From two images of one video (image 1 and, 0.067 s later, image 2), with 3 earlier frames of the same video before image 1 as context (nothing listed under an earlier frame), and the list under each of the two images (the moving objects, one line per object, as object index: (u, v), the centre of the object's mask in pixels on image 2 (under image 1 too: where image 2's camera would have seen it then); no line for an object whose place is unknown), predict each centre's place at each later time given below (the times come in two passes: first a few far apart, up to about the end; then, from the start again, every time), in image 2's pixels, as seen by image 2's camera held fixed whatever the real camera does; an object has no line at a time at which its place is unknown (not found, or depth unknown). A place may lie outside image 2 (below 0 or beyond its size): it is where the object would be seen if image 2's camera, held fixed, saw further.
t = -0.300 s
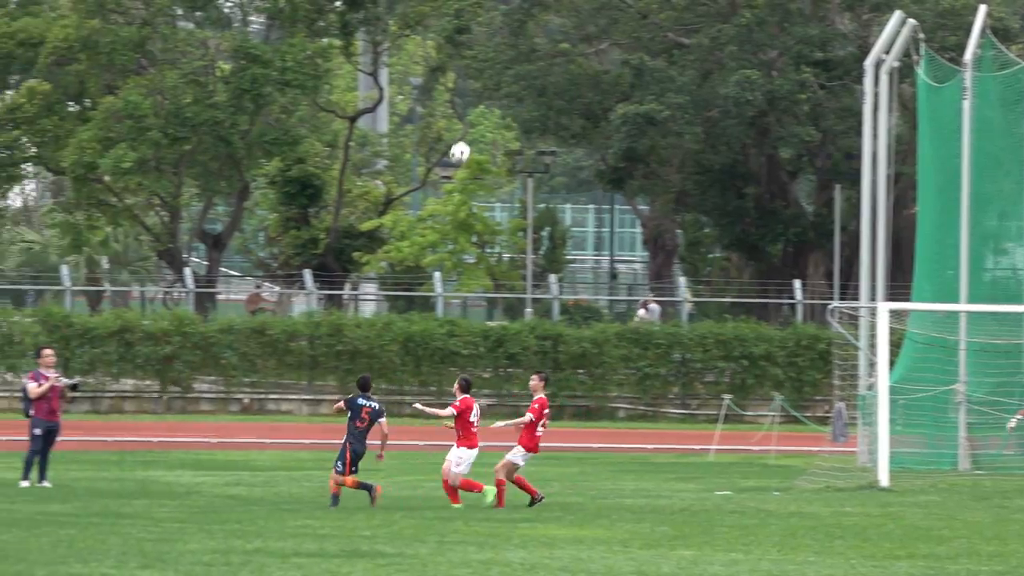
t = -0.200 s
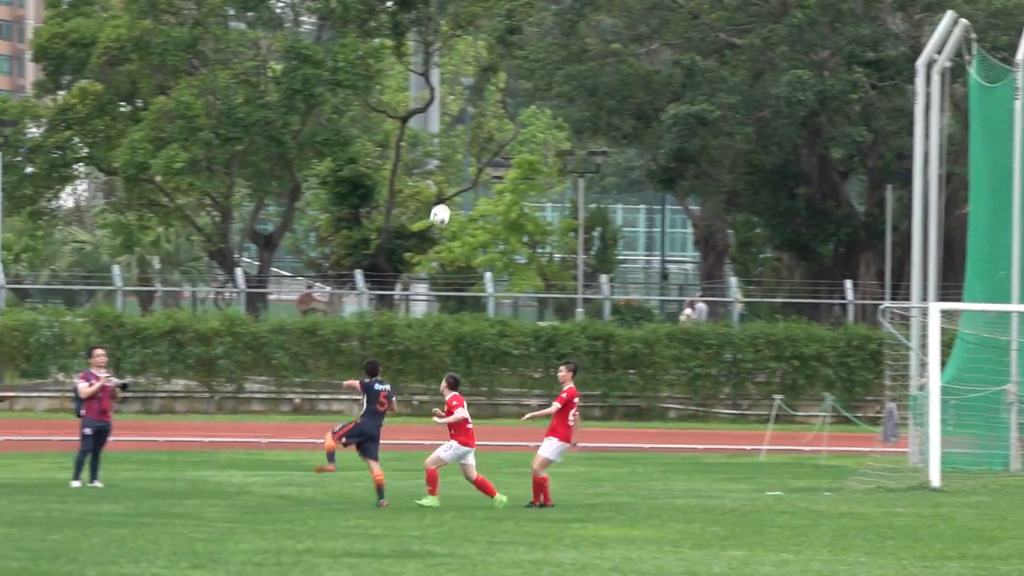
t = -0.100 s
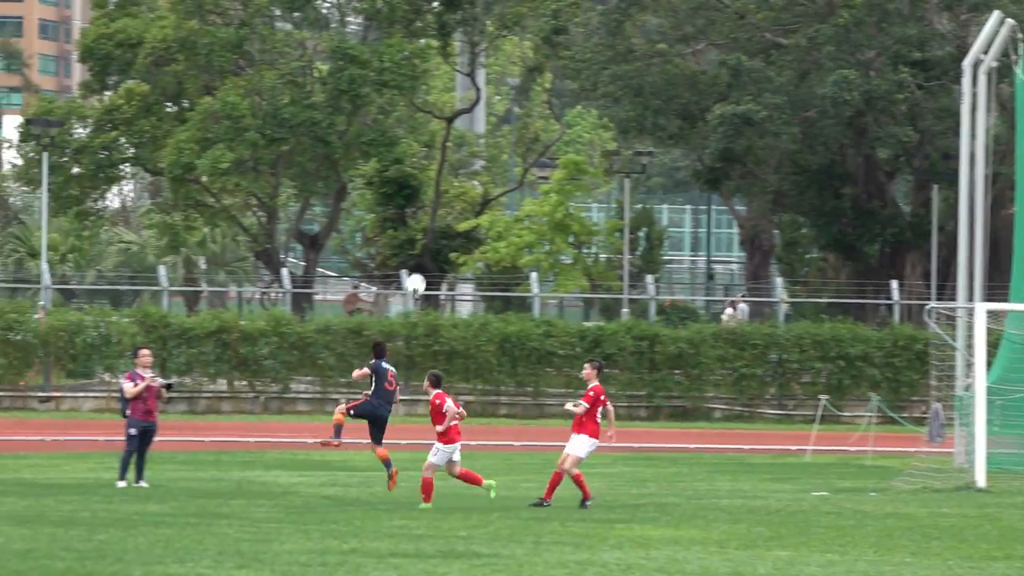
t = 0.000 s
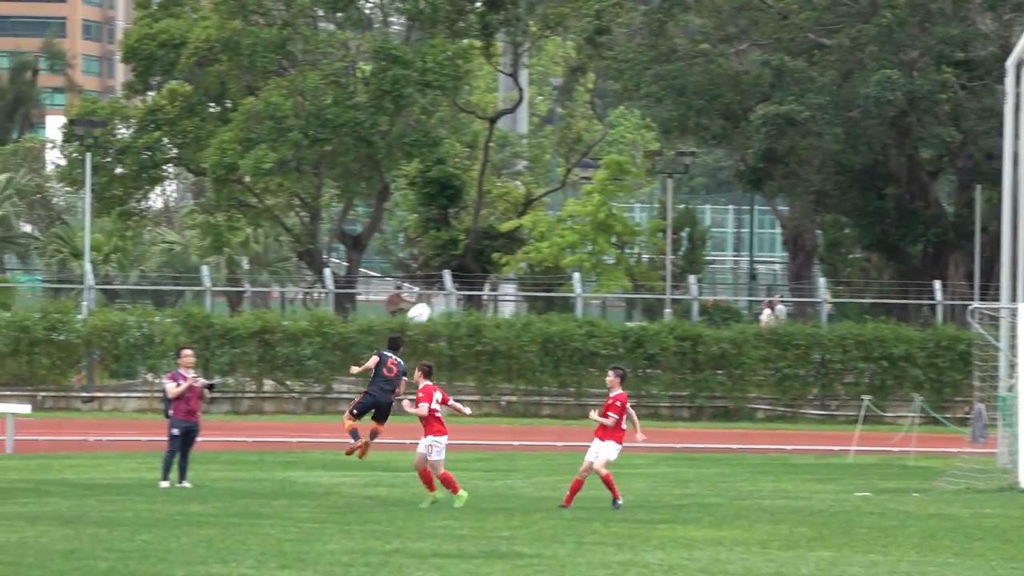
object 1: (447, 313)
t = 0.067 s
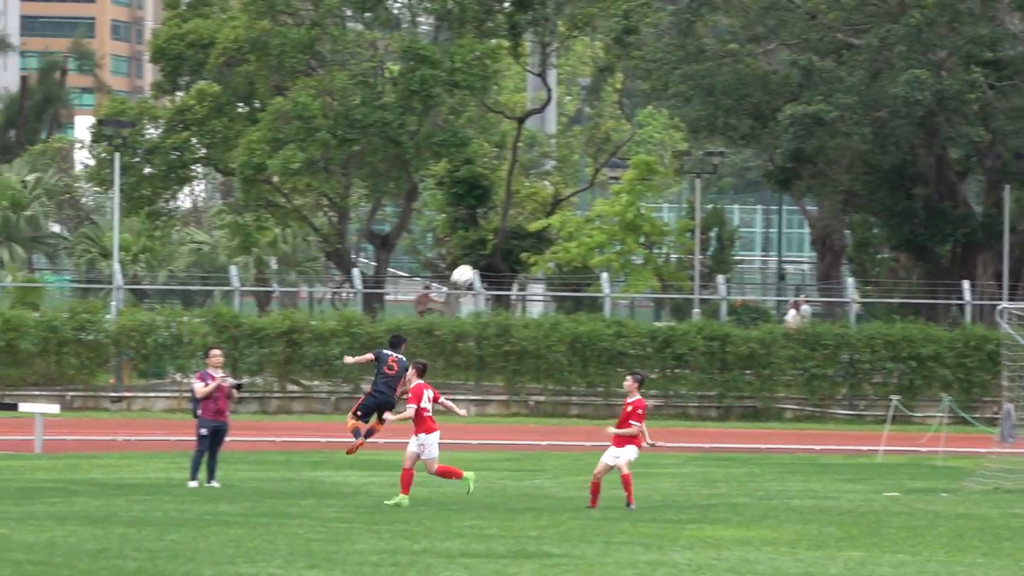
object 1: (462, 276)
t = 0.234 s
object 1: (500, 199)
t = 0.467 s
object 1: (549, 135)
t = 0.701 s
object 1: (593, 118)
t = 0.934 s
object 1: (634, 145)
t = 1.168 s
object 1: (671, 215)
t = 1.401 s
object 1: (706, 324)
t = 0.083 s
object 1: (466, 266)
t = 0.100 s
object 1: (470, 258)
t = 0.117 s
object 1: (473, 250)
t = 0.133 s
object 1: (477, 242)
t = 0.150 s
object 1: (481, 234)
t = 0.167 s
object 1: (485, 226)
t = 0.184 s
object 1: (488, 219)
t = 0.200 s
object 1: (492, 212)
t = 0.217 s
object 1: (496, 205)
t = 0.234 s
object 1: (500, 199)
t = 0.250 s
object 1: (504, 193)
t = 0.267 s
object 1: (508, 186)
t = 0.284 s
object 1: (511, 181)
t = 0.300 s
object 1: (515, 175)
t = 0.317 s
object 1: (518, 170)
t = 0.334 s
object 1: (521, 165)
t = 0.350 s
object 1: (525, 160)
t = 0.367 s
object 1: (528, 156)
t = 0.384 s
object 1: (532, 152)
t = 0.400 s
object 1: (535, 148)
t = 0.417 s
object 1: (539, 144)
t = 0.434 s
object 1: (542, 141)
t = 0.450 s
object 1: (545, 138)
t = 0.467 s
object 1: (549, 135)
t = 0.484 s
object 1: (552, 132)
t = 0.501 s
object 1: (555, 129)
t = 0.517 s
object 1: (558, 127)
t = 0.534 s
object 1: (561, 125)
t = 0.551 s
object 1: (565, 123)
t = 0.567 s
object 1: (568, 122)
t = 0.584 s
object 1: (571, 120)
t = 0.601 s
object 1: (574, 119)
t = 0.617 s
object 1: (577, 119)
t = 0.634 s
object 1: (580, 118)
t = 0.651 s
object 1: (584, 118)
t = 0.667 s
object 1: (587, 118)
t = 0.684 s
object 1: (590, 118)
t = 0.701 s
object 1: (593, 118)
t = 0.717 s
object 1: (596, 118)
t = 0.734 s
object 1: (599, 119)
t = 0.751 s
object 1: (602, 120)
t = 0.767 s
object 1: (605, 122)
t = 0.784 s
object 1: (608, 123)
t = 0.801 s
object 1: (611, 124)
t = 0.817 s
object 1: (614, 126)
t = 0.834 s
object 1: (617, 129)
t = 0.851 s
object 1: (620, 131)
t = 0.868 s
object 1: (622, 134)
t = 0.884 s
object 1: (626, 136)
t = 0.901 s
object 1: (628, 139)
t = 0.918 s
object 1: (631, 143)
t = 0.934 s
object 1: (634, 145)
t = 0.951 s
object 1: (637, 150)
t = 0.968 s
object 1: (639, 153)
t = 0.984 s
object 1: (642, 157)
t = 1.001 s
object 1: (645, 162)
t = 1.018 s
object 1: (648, 167)
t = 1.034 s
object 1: (650, 171)
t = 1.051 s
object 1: (653, 176)
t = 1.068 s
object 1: (656, 180)
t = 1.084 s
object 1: (658, 186)
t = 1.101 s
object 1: (661, 192)
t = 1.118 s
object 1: (664, 197)
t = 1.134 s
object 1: (666, 203)
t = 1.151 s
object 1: (669, 209)
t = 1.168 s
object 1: (671, 215)
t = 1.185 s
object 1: (674, 222)
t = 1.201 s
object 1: (677, 229)
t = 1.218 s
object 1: (679, 237)
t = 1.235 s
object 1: (682, 244)
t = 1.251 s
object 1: (684, 251)
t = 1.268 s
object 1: (686, 258)
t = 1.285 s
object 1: (689, 265)
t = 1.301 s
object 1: (692, 274)
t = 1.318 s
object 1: (694, 282)
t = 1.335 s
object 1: (696, 290)
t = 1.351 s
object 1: (699, 298)
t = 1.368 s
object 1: (701, 307)
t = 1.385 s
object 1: (704, 315)
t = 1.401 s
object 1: (706, 324)
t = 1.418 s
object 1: (708, 334)
